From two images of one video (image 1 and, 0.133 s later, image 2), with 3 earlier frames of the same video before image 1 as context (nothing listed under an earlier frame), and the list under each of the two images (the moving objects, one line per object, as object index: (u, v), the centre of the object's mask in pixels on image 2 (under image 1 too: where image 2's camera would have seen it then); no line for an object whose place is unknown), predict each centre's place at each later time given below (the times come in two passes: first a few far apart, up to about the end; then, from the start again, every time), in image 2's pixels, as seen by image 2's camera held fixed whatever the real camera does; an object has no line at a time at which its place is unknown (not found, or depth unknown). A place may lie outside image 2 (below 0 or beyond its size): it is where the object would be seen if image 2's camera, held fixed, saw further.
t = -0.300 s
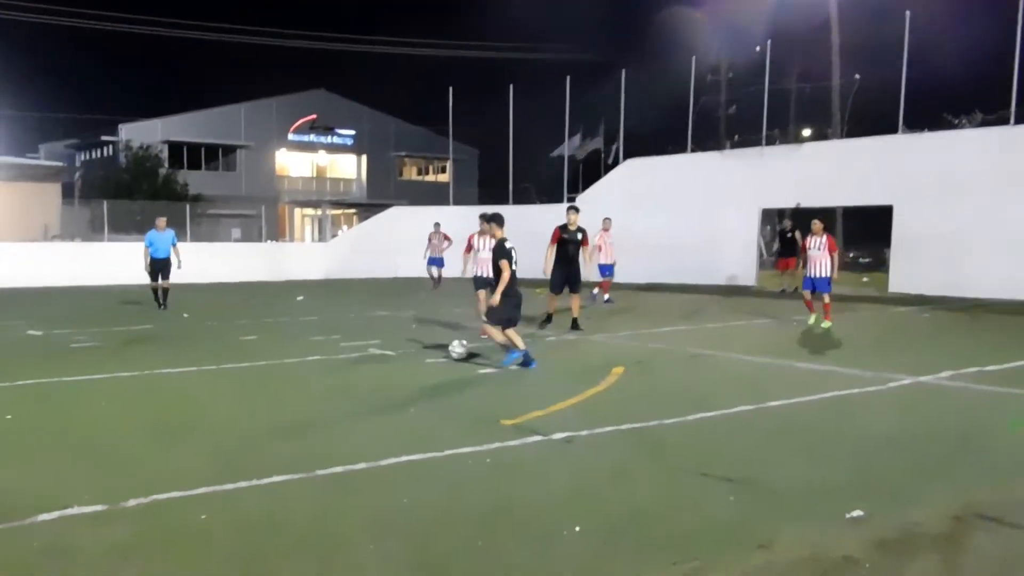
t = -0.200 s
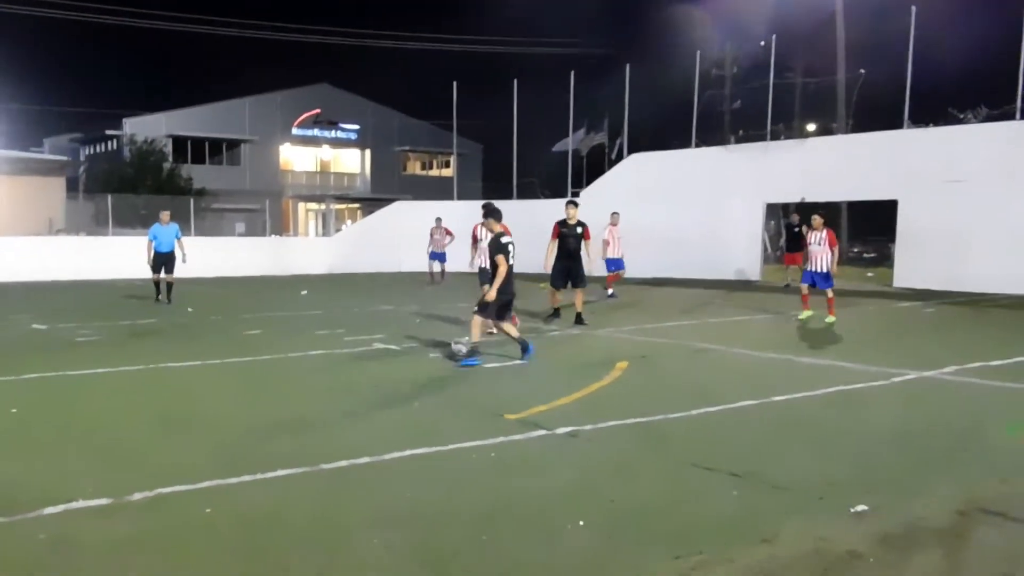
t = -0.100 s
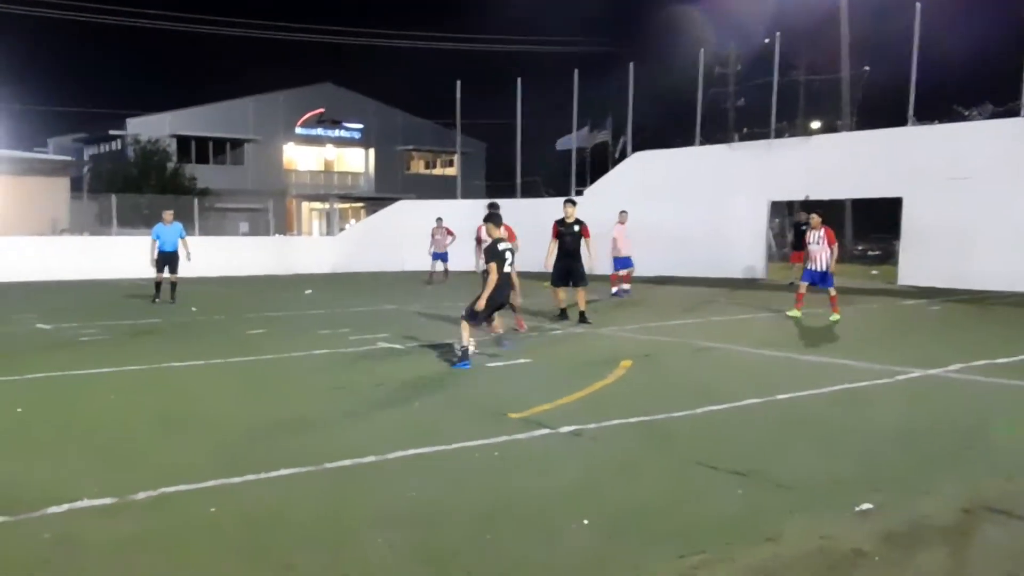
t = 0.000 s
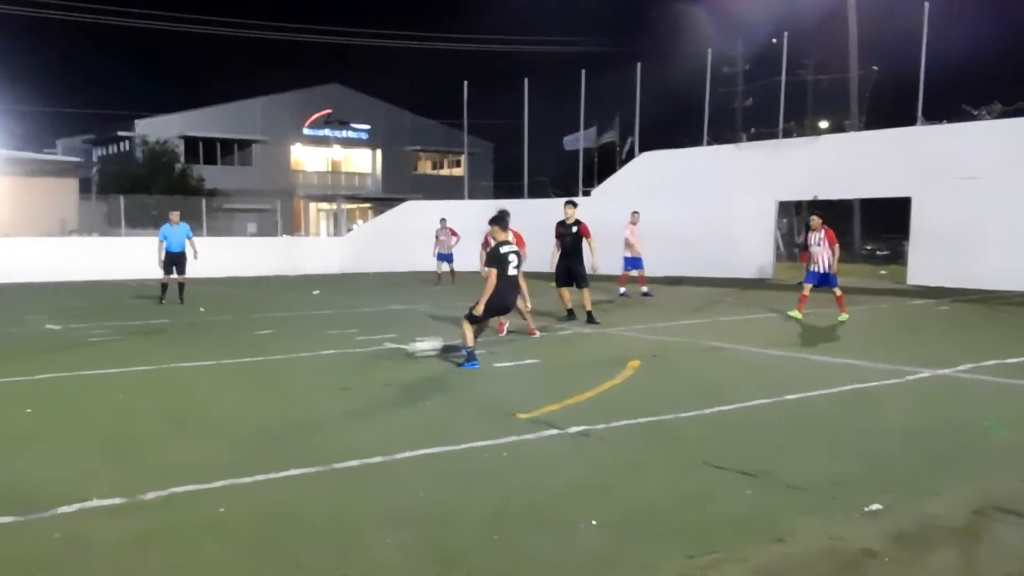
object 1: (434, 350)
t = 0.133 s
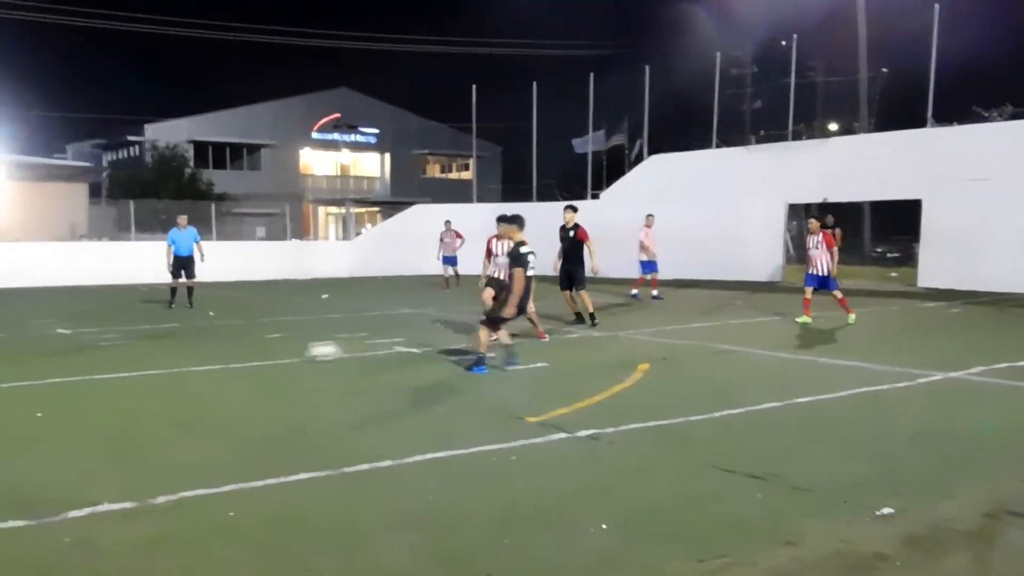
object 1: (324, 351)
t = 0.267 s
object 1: (222, 351)
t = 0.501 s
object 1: (61, 352)
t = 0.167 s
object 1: (298, 350)
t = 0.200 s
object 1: (274, 349)
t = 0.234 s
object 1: (248, 350)
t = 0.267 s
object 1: (222, 351)
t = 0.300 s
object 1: (198, 352)
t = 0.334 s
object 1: (175, 351)
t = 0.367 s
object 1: (153, 350)
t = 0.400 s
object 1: (127, 350)
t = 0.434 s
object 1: (104, 352)
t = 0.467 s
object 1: (83, 353)
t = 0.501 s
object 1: (61, 352)
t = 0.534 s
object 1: (41, 351)
